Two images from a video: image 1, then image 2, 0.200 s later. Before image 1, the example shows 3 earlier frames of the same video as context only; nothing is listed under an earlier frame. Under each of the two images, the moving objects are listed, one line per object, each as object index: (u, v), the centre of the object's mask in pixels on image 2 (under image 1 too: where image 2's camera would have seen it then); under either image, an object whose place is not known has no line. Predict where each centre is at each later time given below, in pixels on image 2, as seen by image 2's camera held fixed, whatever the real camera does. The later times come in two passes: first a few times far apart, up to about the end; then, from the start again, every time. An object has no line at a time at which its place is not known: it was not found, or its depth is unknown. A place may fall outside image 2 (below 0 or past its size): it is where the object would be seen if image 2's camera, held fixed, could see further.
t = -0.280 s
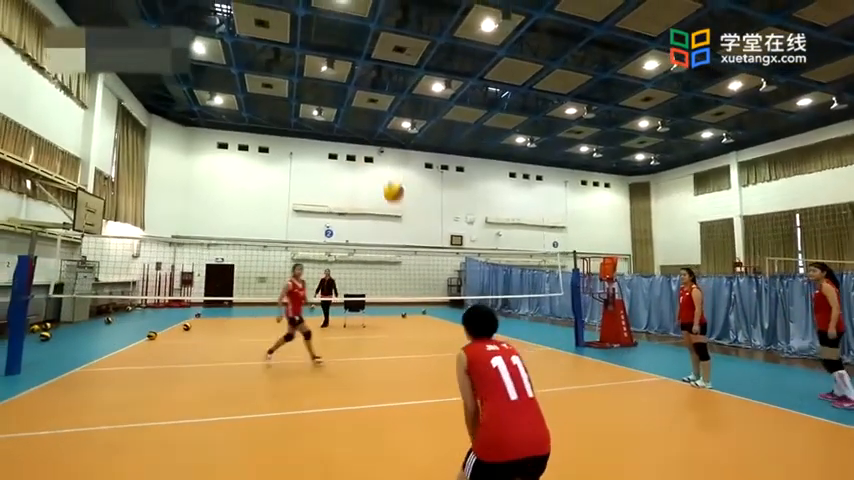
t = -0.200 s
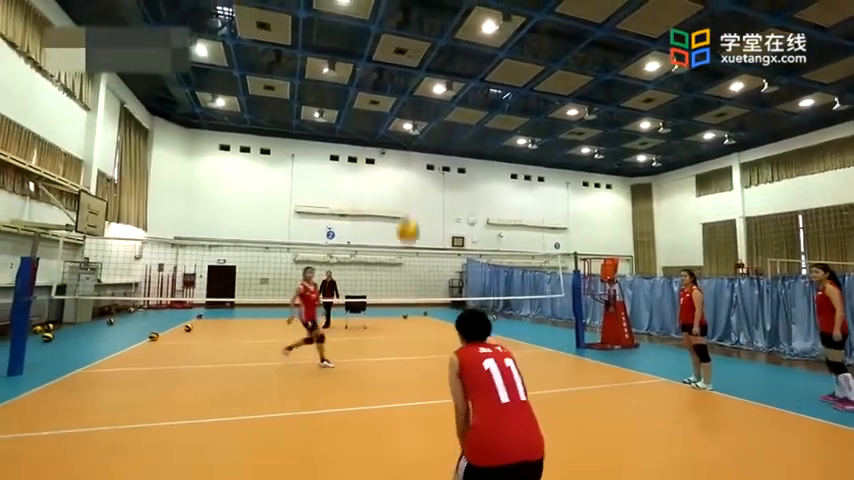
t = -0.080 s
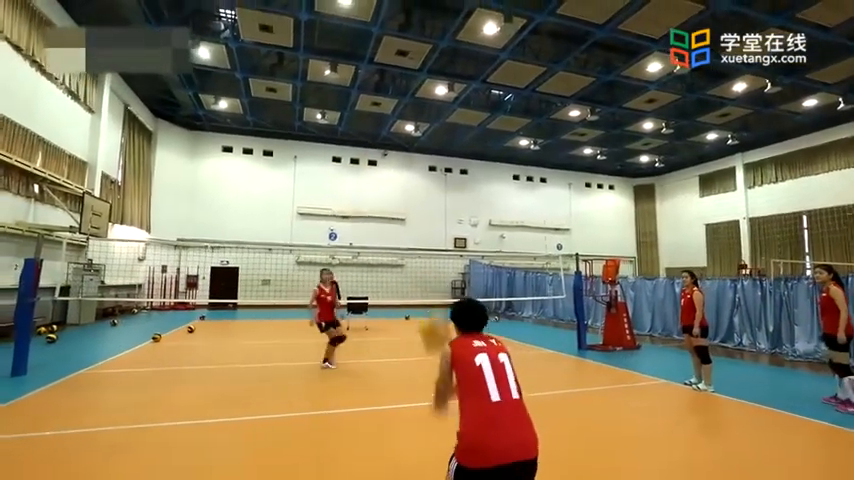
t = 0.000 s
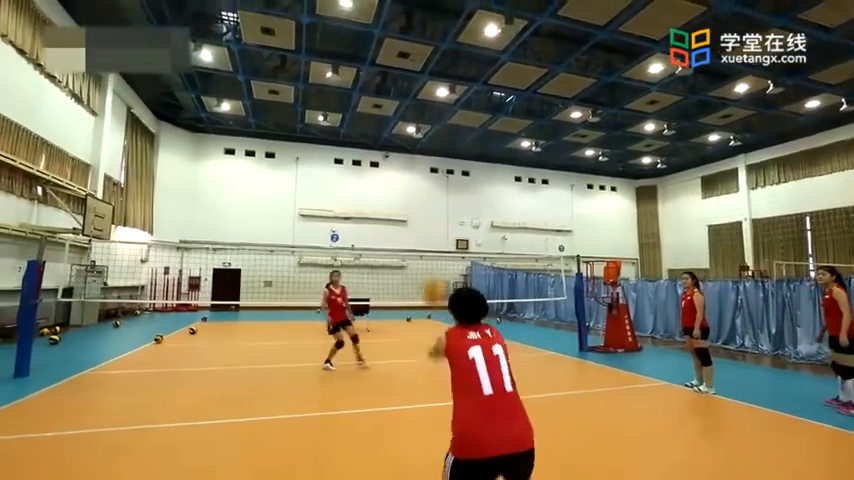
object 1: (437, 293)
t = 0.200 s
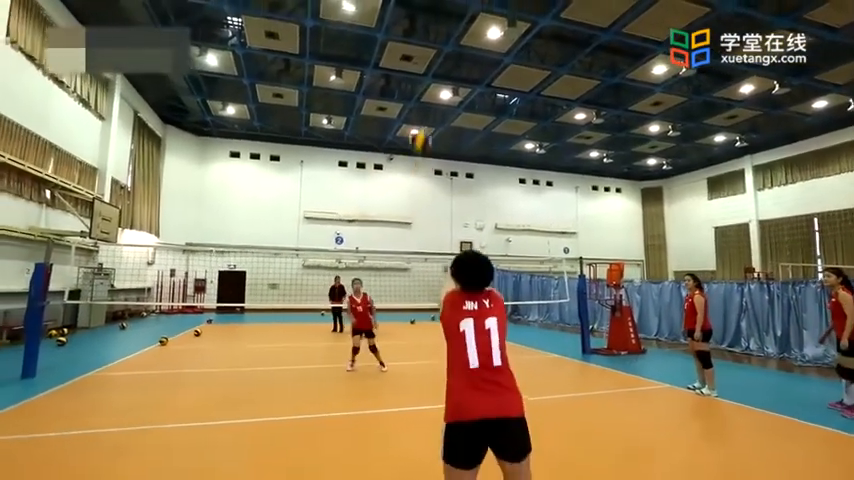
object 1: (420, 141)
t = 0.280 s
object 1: (415, 106)
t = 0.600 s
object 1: (403, 60)
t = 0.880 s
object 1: (394, 84)
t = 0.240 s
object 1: (418, 120)
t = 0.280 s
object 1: (415, 106)
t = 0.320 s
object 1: (413, 93)
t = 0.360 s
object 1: (412, 84)
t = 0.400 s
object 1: (410, 76)
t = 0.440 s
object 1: (408, 70)
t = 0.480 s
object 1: (407, 65)
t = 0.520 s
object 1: (406, 63)
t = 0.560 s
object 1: (404, 61)
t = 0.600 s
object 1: (403, 60)
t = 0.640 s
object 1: (401, 61)
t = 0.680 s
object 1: (400, 62)
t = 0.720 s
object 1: (399, 65)
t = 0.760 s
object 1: (398, 69)
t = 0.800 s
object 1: (397, 73)
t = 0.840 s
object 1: (396, 78)
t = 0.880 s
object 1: (394, 84)
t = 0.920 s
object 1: (393, 89)
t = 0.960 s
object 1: (392, 96)
